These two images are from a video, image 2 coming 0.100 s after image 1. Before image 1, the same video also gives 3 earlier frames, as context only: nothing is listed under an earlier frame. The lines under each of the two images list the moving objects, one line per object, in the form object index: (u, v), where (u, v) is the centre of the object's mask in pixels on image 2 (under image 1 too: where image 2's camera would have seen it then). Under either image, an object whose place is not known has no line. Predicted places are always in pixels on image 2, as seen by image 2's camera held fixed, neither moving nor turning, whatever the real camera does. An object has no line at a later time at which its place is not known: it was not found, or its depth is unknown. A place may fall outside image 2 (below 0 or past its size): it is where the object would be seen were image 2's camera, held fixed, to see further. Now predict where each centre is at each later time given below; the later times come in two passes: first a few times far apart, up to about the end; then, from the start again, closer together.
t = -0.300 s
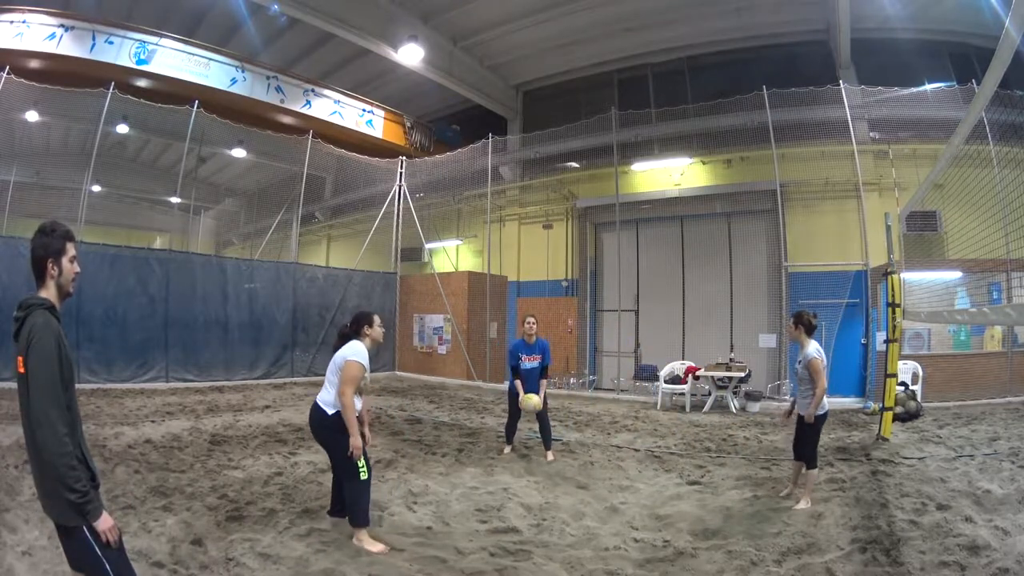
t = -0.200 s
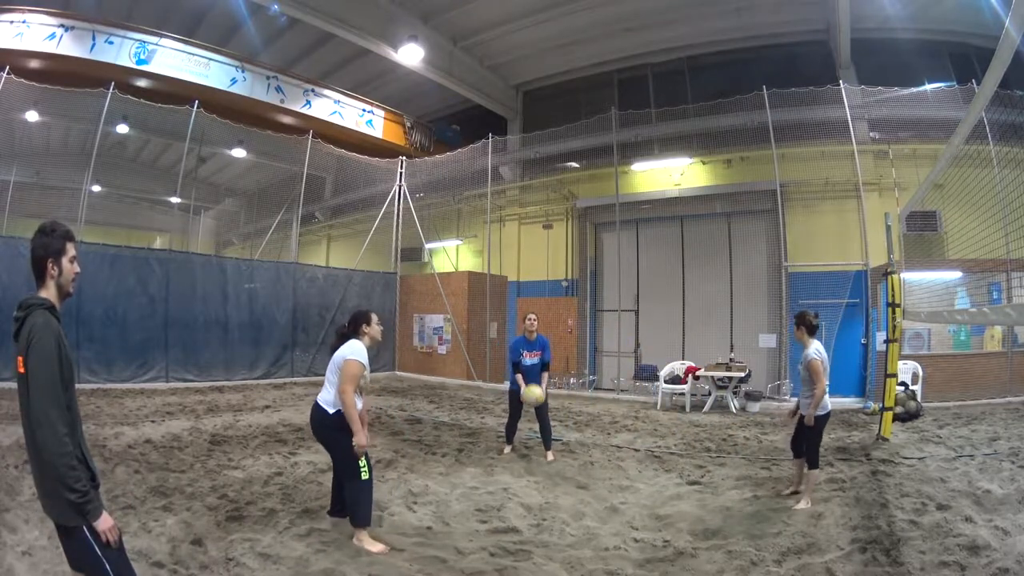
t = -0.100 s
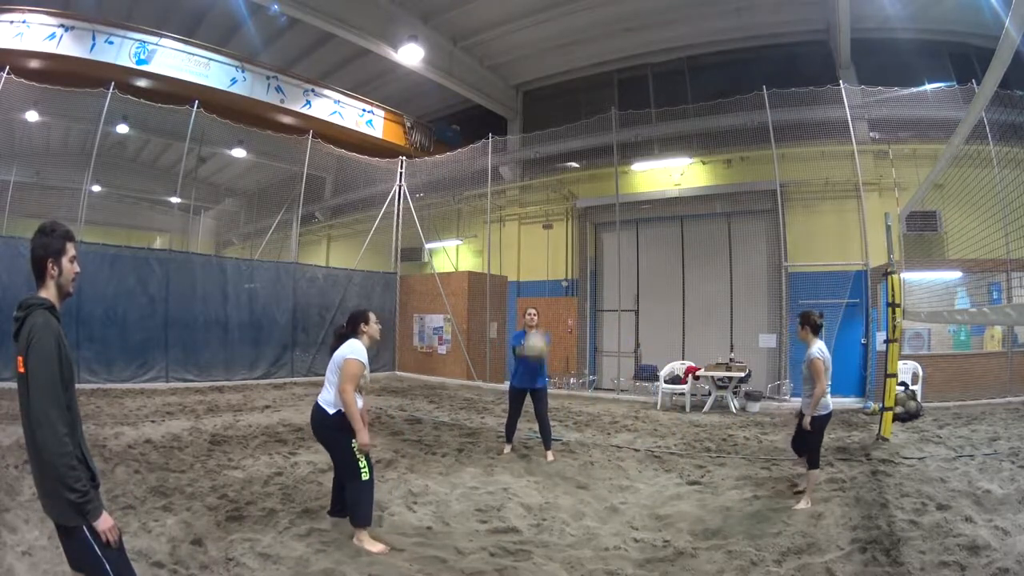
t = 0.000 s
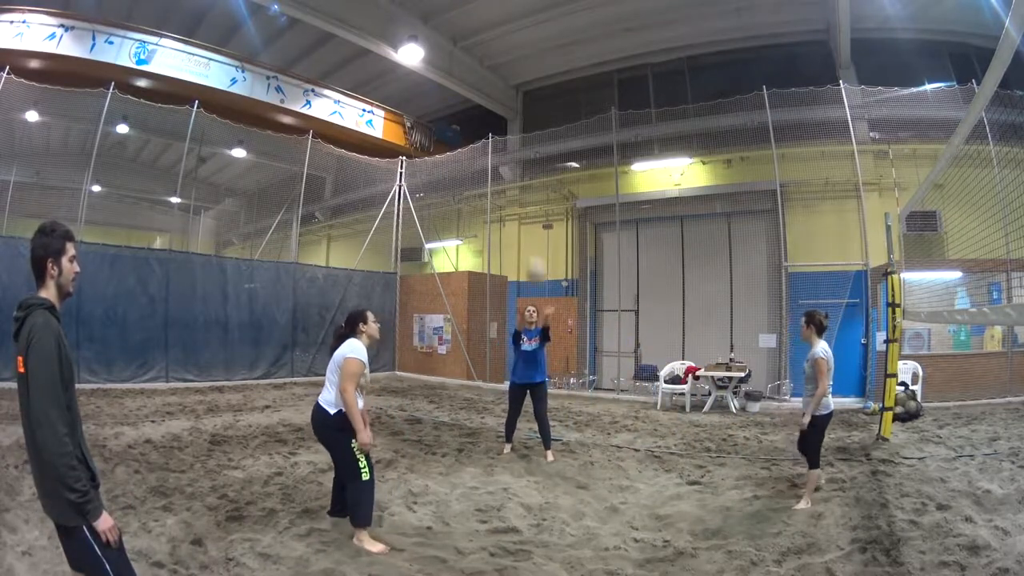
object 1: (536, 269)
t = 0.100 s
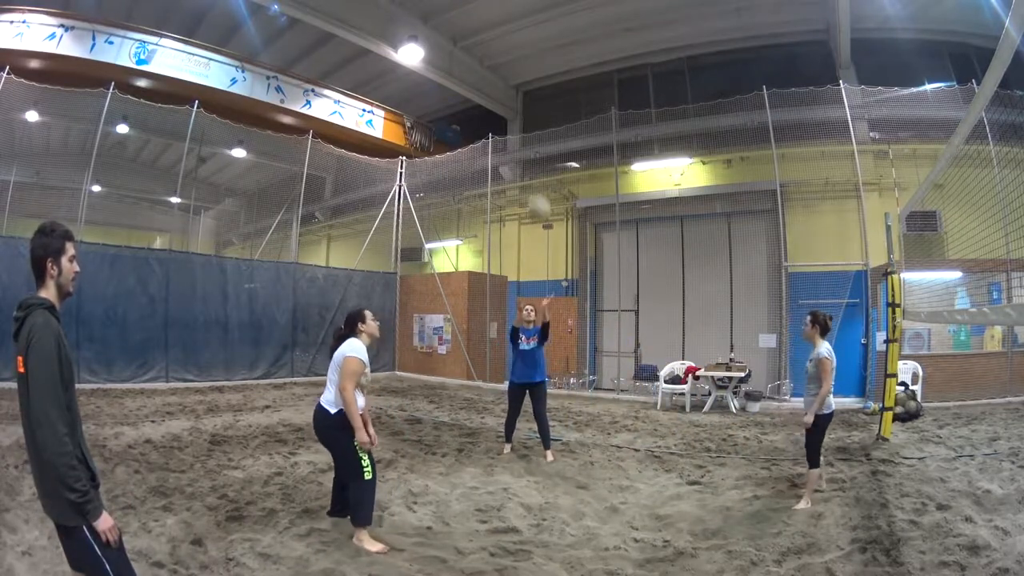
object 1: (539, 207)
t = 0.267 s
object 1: (540, 127)
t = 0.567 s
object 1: (540, 56)
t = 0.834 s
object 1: (540, 59)
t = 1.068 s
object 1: (541, 135)
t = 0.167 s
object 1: (539, 171)
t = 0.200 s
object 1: (539, 156)
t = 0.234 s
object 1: (539, 141)
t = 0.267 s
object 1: (540, 127)
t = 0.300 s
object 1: (539, 117)
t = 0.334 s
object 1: (540, 106)
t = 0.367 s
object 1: (540, 97)
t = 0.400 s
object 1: (540, 88)
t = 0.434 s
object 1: (540, 80)
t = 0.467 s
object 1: (540, 72)
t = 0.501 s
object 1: (540, 65)
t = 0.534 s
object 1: (540, 59)
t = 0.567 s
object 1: (540, 56)
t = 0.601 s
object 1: (540, 54)
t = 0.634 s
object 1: (540, 52)
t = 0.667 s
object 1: (540, 50)
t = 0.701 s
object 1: (540, 50)
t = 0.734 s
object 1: (540, 51)
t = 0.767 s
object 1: (540, 53)
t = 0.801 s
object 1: (541, 56)
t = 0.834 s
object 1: (540, 59)
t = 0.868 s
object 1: (541, 65)
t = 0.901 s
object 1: (541, 74)
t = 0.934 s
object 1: (540, 84)
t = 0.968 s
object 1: (540, 95)
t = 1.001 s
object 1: (540, 107)
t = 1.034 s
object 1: (540, 119)
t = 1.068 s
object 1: (541, 135)
